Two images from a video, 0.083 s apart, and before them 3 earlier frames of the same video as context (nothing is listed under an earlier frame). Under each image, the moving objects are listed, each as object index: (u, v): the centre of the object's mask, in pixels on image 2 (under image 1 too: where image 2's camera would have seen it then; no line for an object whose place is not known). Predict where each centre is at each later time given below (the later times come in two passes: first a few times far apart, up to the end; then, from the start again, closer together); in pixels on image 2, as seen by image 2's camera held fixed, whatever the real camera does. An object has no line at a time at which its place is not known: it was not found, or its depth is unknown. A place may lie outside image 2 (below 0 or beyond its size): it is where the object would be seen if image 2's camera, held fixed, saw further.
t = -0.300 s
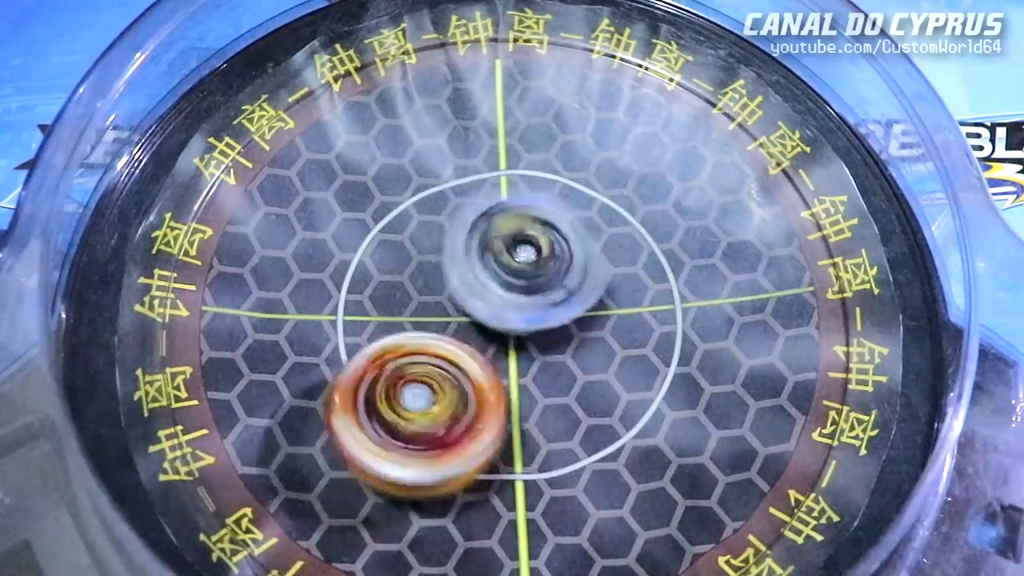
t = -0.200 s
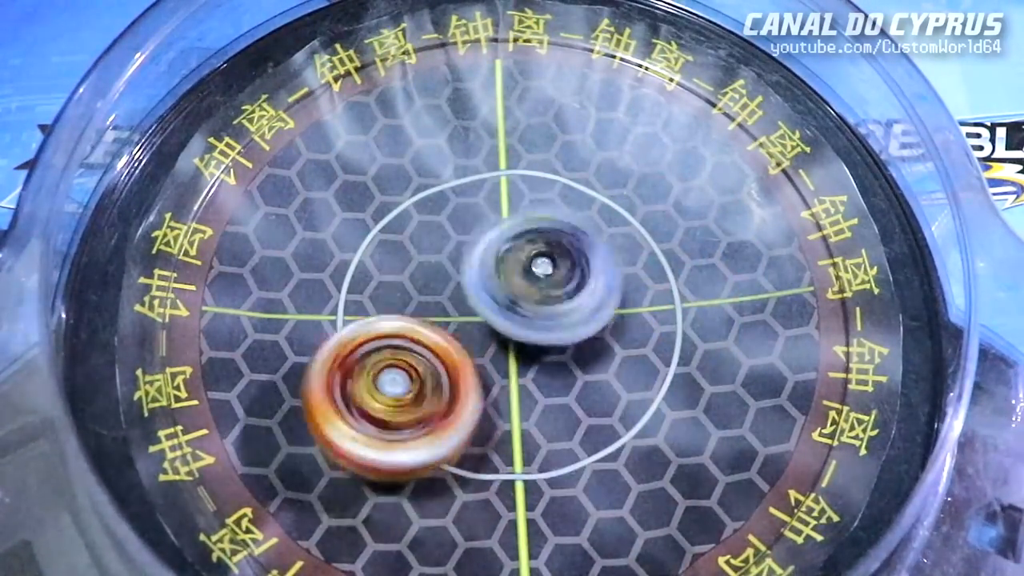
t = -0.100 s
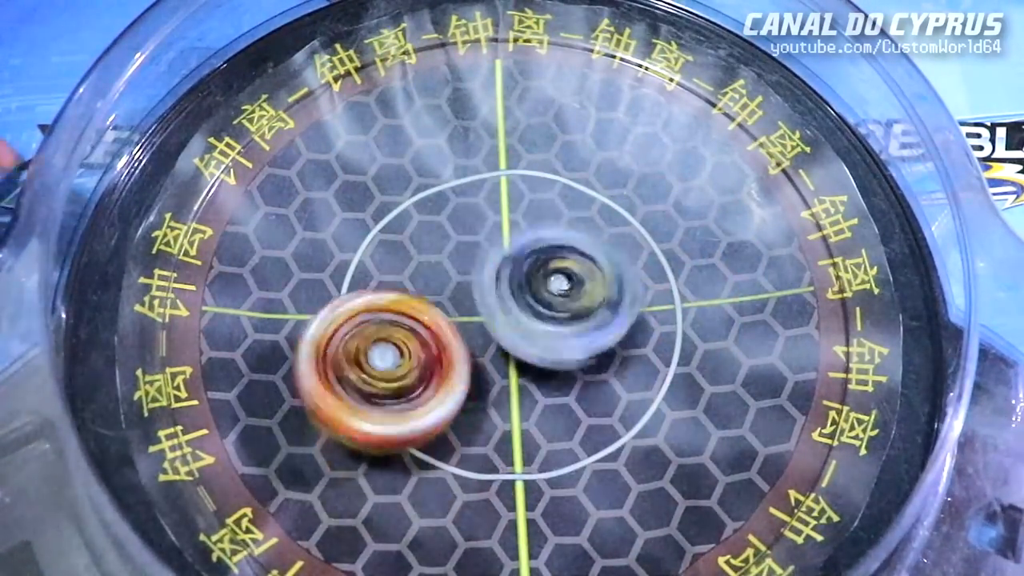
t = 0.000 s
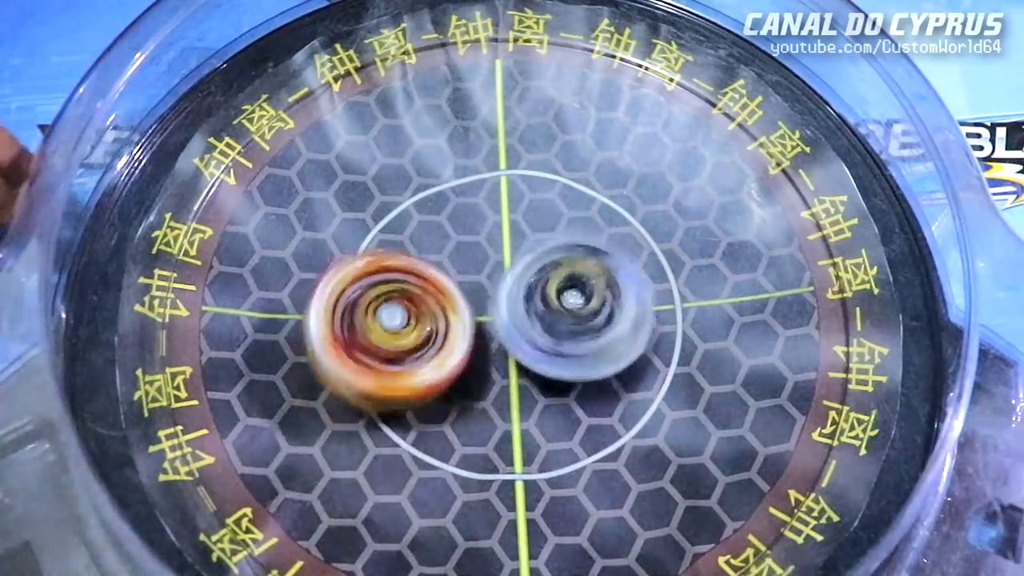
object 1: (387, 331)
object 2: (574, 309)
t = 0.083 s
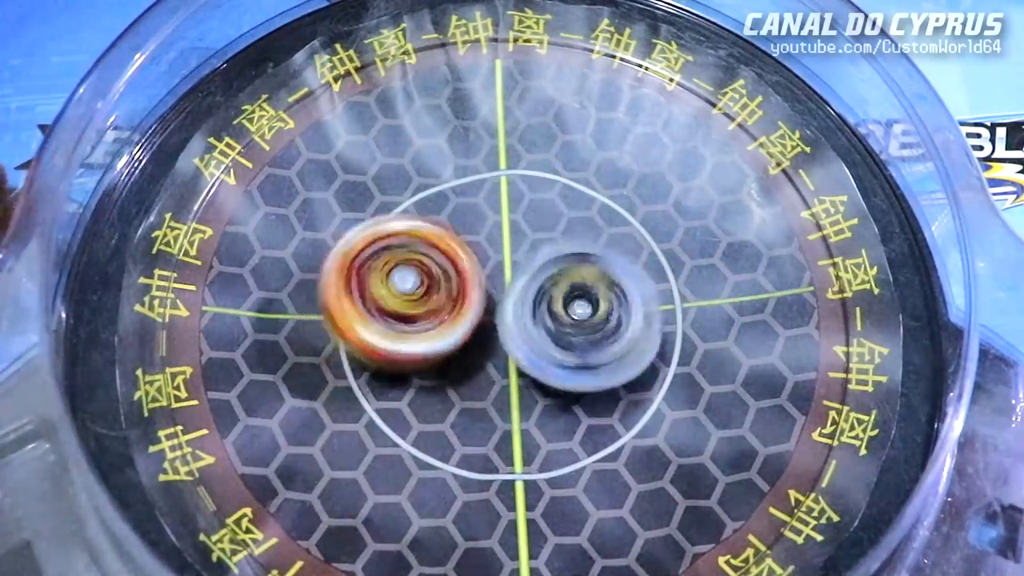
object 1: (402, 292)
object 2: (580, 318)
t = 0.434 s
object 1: (488, 186)
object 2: (557, 335)
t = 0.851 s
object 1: (611, 204)
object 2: (471, 348)
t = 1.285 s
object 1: (660, 339)
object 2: (436, 342)
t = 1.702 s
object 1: (605, 353)
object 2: (434, 286)
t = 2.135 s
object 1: (585, 394)
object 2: (396, 250)
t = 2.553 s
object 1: (559, 345)
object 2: (430, 243)
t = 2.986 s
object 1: (577, 357)
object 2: (426, 253)
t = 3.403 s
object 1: (607, 383)
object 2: (458, 293)
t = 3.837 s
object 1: (592, 375)
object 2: (453, 247)
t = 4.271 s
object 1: (605, 330)
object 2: (443, 293)
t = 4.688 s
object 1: (634, 312)
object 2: (464, 284)
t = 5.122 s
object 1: (585, 274)
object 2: (444, 315)
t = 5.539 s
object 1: (585, 270)
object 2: (441, 311)
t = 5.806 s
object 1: (585, 270)
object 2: (443, 313)
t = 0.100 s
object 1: (405, 287)
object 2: (580, 321)
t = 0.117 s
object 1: (407, 282)
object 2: (583, 321)
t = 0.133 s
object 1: (408, 276)
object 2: (579, 323)
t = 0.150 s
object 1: (413, 267)
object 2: (583, 327)
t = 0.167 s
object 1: (418, 260)
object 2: (581, 326)
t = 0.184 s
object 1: (422, 254)
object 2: (581, 328)
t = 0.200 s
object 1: (424, 250)
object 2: (582, 327)
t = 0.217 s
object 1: (428, 244)
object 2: (578, 329)
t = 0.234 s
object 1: (434, 237)
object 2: (580, 330)
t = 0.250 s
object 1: (438, 231)
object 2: (577, 329)
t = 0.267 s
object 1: (443, 224)
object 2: (576, 331)
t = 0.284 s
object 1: (445, 220)
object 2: (575, 331)
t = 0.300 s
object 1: (451, 213)
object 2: (572, 333)
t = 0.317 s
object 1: (458, 210)
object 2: (573, 335)
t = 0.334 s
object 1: (462, 205)
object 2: (571, 332)
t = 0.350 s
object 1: (464, 203)
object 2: (568, 335)
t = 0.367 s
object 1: (470, 196)
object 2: (566, 331)
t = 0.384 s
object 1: (476, 194)
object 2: (561, 335)
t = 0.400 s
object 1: (480, 192)
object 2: (563, 334)
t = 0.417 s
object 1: (483, 189)
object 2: (558, 334)
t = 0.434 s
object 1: (488, 186)
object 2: (557, 335)
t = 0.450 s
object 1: (496, 183)
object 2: (553, 332)
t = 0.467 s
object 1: (501, 183)
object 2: (551, 335)
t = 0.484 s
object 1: (504, 181)
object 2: (550, 332)
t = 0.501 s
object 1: (507, 180)
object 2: (543, 332)
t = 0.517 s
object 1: (515, 178)
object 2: (542, 332)
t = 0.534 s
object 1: (520, 180)
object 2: (535, 333)
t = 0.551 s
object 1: (525, 180)
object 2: (533, 336)
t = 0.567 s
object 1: (528, 180)
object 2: (531, 333)
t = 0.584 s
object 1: (534, 181)
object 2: (527, 334)
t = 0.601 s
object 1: (541, 182)
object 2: (523, 331)
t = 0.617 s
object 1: (546, 185)
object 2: (515, 332)
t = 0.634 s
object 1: (551, 188)
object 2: (513, 334)
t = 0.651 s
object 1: (556, 188)
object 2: (510, 331)
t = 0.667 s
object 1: (562, 191)
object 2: (507, 332)
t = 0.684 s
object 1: (569, 192)
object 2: (503, 333)
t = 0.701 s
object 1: (576, 193)
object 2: (498, 338)
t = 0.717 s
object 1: (578, 194)
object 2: (496, 339)
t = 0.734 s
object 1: (582, 193)
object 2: (493, 339)
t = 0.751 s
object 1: (589, 194)
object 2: (491, 341)
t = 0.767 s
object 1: (594, 195)
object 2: (487, 338)
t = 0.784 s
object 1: (598, 196)
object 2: (479, 342)
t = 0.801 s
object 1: (600, 198)
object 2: (477, 345)
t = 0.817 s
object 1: (607, 198)
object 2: (474, 346)
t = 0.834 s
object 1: (609, 203)
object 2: (473, 348)
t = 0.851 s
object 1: (611, 204)
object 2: (471, 348)
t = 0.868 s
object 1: (613, 210)
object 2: (467, 350)
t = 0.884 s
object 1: (616, 211)
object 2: (467, 351)
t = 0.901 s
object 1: (619, 215)
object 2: (463, 350)
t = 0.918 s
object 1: (620, 219)
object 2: (462, 352)
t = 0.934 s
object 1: (621, 226)
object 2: (460, 351)
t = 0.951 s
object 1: (621, 230)
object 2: (456, 353)
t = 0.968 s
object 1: (624, 232)
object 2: (457, 356)
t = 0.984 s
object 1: (624, 239)
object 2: (457, 353)
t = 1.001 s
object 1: (624, 245)
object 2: (459, 354)
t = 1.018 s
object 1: (623, 252)
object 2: (460, 352)
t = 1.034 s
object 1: (623, 256)
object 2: (455, 351)
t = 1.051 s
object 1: (623, 266)
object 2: (457, 353)
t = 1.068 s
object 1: (622, 273)
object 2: (455, 349)
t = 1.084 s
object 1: (620, 280)
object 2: (456, 351)
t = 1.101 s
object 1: (616, 287)
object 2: (458, 350)
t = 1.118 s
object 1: (618, 292)
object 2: (456, 349)
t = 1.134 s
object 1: (617, 300)
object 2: (458, 351)
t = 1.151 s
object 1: (618, 307)
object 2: (456, 347)
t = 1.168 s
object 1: (624, 314)
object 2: (452, 349)
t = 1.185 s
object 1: (629, 316)
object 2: (448, 351)
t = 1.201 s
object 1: (633, 320)
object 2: (444, 351)
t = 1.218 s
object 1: (638, 323)
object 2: (444, 353)
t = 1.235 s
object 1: (644, 327)
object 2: (446, 348)
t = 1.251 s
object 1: (649, 332)
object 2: (445, 345)
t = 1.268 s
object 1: (656, 335)
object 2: (442, 344)
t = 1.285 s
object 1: (660, 339)
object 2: (436, 342)
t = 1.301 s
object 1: (663, 341)
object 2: (437, 346)
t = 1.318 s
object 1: (666, 343)
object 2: (437, 342)
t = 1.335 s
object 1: (667, 344)
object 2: (437, 338)
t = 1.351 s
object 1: (669, 344)
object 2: (437, 336)
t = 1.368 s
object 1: (669, 346)
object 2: (434, 331)
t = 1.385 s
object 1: (669, 345)
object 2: (432, 332)
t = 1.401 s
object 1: (668, 346)
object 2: (435, 333)
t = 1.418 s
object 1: (666, 345)
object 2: (436, 328)
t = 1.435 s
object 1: (664, 346)
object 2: (436, 328)
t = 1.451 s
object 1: (661, 347)
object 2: (439, 323)
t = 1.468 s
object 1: (657, 347)
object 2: (437, 322)
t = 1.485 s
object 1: (652, 348)
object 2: (440, 322)
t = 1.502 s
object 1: (647, 347)
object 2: (443, 314)
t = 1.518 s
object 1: (643, 346)
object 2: (442, 314)
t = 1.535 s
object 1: (635, 347)
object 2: (447, 311)
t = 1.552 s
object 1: (626, 347)
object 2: (445, 307)
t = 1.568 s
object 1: (618, 347)
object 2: (448, 309)
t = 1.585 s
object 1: (613, 346)
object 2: (451, 302)
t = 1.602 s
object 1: (613, 347)
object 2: (445, 299)
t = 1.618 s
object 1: (612, 350)
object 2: (441, 301)
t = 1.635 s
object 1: (610, 350)
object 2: (442, 295)
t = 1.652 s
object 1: (609, 352)
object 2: (438, 294)
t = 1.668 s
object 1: (608, 351)
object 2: (440, 293)
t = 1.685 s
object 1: (607, 352)
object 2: (439, 286)
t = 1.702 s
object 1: (605, 353)
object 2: (434, 286)
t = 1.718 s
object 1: (602, 353)
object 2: (437, 279)
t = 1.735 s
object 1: (596, 354)
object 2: (432, 278)
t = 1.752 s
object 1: (592, 353)
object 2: (431, 278)
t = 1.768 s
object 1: (590, 353)
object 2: (433, 272)
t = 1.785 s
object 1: (585, 355)
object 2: (431, 272)
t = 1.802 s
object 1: (580, 354)
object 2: (432, 269)
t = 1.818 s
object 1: (574, 353)
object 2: (428, 264)
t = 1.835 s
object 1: (569, 351)
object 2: (427, 267)
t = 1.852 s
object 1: (566, 351)
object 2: (429, 264)
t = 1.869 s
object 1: (566, 357)
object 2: (425, 258)
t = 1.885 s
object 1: (567, 362)
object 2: (416, 256)
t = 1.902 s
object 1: (568, 368)
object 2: (414, 254)
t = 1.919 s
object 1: (570, 369)
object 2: (409, 252)
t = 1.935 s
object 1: (574, 370)
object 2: (405, 250)
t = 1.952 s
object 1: (577, 375)
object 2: (407, 247)
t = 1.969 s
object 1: (579, 379)
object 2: (404, 246)
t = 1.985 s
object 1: (579, 383)
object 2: (400, 246)
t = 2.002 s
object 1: (579, 385)
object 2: (399, 245)
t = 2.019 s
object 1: (583, 386)
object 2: (396, 246)
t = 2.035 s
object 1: (585, 390)
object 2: (396, 248)
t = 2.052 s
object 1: (585, 393)
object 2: (397, 243)
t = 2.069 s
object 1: (586, 394)
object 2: (396, 244)
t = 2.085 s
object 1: (585, 394)
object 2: (395, 247)
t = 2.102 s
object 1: (587, 393)
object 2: (393, 244)
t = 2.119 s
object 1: (587, 394)
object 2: (394, 249)
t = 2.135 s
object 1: (585, 394)
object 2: (396, 250)
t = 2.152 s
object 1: (584, 392)
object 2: (398, 250)
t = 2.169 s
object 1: (582, 390)
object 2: (400, 253)
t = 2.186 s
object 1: (580, 387)
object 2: (403, 254)
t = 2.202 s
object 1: (580, 385)
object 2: (402, 257)
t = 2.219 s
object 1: (576, 383)
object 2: (407, 262)
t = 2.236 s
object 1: (573, 380)
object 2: (413, 262)
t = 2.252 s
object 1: (567, 376)
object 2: (415, 263)
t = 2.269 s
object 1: (563, 372)
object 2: (423, 265)
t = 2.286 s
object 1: (559, 367)
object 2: (425, 265)
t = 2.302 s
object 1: (557, 367)
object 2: (424, 267)
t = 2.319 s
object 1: (553, 365)
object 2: (428, 267)
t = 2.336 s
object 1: (554, 365)
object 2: (427, 263)
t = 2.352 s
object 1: (554, 366)
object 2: (420, 260)
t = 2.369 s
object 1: (558, 365)
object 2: (416, 263)
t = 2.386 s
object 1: (562, 366)
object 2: (419, 258)
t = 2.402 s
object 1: (561, 366)
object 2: (415, 260)
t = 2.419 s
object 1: (561, 364)
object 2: (420, 263)
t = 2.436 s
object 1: (562, 363)
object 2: (424, 260)
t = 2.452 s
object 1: (564, 361)
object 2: (422, 257)
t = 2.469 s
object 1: (565, 358)
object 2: (424, 258)
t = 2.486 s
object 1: (565, 357)
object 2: (427, 253)
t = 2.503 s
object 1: (564, 355)
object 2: (425, 250)
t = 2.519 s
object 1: (562, 352)
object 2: (427, 250)
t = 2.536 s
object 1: (560, 347)
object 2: (432, 248)
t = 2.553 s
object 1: (559, 345)
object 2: (430, 243)
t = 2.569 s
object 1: (559, 343)
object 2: (429, 242)
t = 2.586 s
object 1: (556, 342)
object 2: (431, 239)
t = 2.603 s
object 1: (554, 339)
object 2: (429, 236)
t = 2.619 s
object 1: (553, 338)
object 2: (428, 237)
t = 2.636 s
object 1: (553, 338)
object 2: (430, 234)
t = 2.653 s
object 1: (553, 337)
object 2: (425, 226)
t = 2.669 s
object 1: (553, 338)
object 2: (423, 227)
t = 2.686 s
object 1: (552, 337)
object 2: (423, 229)
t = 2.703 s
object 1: (551, 336)
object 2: (422, 229)
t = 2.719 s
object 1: (550, 335)
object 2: (421, 233)
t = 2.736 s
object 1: (549, 334)
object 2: (423, 236)
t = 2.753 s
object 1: (550, 333)
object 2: (424, 232)
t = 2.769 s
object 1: (556, 338)
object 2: (421, 231)
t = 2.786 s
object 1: (559, 341)
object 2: (416, 229)
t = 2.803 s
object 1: (561, 344)
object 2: (414, 228)
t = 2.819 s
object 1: (563, 347)
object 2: (410, 227)
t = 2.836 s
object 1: (564, 348)
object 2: (409, 228)
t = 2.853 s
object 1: (567, 348)
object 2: (411, 230)
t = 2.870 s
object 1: (573, 350)
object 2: (413, 232)
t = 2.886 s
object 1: (576, 353)
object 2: (414, 234)
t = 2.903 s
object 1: (578, 356)
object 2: (417, 236)
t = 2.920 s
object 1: (577, 359)
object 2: (418, 237)
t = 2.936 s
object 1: (575, 361)
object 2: (422, 243)
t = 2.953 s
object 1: (574, 359)
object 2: (428, 244)
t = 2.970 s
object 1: (575, 358)
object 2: (428, 247)
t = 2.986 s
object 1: (577, 357)
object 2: (426, 253)
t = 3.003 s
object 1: (579, 357)
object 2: (433, 261)
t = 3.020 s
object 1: (580, 358)
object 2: (438, 264)
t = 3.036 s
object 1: (581, 360)
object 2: (437, 268)
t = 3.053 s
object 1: (591, 367)
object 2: (428, 266)
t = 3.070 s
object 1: (601, 374)
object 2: (423, 262)
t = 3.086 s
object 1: (608, 380)
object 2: (420, 255)
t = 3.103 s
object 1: (613, 384)
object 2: (410, 251)
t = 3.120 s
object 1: (617, 387)
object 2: (404, 253)
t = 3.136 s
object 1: (619, 390)
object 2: (400, 255)
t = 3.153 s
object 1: (621, 392)
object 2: (401, 258)
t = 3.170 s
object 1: (621, 392)
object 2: (399, 255)
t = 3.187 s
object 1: (624, 392)
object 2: (397, 260)
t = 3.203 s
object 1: (627, 393)
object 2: (401, 266)
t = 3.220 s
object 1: (627, 394)
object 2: (406, 270)
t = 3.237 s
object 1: (630, 395)
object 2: (411, 271)
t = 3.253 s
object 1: (629, 396)
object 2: (415, 274)
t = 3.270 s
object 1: (627, 397)
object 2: (422, 274)
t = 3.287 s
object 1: (623, 396)
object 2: (424, 277)
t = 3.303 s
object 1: (621, 394)
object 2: (429, 279)
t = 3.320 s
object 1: (620, 393)
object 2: (435, 282)
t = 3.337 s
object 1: (618, 392)
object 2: (441, 282)
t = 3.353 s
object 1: (616, 391)
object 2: (442, 278)
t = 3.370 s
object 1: (614, 388)
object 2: (443, 283)
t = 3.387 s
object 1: (611, 386)
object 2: (450, 289)
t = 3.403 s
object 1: (607, 383)
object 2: (458, 293)
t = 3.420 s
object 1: (603, 379)
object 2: (460, 296)
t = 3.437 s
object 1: (605, 379)
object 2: (455, 293)
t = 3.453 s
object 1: (609, 382)
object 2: (449, 292)
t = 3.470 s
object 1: (611, 384)
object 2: (444, 291)
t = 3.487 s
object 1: (610, 387)
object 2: (443, 286)
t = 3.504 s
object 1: (607, 388)
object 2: (443, 279)
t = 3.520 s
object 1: (602, 387)
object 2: (442, 277)
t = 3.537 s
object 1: (598, 385)
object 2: (443, 278)
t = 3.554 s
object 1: (595, 382)
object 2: (446, 277)
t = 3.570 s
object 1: (593, 378)
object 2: (451, 274)
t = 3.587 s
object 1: (592, 375)
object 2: (452, 273)
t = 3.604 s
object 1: (590, 370)
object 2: (454, 272)
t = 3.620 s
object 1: (590, 365)
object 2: (458, 271)
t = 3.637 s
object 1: (591, 361)
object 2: (460, 268)
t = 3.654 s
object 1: (592, 359)
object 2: (462, 264)
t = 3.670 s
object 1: (598, 360)
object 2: (459, 261)
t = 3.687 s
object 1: (603, 362)
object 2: (460, 256)
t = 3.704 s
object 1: (608, 365)
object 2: (459, 252)
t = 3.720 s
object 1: (610, 368)
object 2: (459, 247)
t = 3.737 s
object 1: (610, 372)
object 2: (456, 242)
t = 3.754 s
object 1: (609, 376)
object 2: (451, 242)
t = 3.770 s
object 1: (609, 380)
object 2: (453, 245)
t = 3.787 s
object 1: (605, 381)
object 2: (452, 246)
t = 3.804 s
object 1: (601, 380)
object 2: (455, 247)
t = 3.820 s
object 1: (596, 378)
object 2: (457, 246)
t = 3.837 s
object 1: (592, 375)
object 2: (453, 247)
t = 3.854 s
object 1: (589, 373)
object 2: (451, 251)
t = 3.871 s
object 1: (586, 369)
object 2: (451, 253)
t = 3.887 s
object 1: (585, 364)
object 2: (455, 255)
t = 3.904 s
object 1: (585, 360)
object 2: (457, 258)
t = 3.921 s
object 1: (585, 355)
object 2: (458, 260)
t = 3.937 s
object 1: (585, 351)
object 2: (460, 261)
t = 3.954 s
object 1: (587, 348)
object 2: (458, 259)
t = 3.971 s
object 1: (591, 345)
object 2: (458, 258)
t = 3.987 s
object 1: (597, 343)
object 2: (454, 254)
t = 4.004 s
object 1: (599, 340)
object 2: (450, 252)
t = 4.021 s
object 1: (601, 339)
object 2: (449, 257)
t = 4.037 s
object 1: (601, 338)
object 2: (448, 256)
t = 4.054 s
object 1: (603, 337)
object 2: (444, 257)
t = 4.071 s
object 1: (603, 336)
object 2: (441, 257)
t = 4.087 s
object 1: (602, 334)
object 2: (439, 260)
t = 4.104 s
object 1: (601, 333)
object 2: (437, 270)
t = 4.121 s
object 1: (601, 333)
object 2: (436, 277)
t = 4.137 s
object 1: (601, 331)
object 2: (438, 282)
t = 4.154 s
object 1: (601, 330)
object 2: (441, 285)
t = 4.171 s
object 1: (600, 330)
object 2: (442, 290)
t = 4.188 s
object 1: (600, 329)
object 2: (444, 289)
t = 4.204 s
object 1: (601, 328)
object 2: (447, 290)
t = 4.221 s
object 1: (600, 327)
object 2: (452, 292)
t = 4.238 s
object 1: (599, 328)
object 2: (451, 293)
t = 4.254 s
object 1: (599, 329)
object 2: (451, 292)
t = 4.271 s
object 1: (605, 330)
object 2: (443, 293)
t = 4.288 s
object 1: (612, 330)
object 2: (439, 299)
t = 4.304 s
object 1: (619, 328)
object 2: (438, 301)
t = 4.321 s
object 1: (624, 327)
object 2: (439, 302)
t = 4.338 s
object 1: (629, 325)
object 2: (439, 305)
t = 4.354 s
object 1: (633, 322)
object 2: (443, 307)
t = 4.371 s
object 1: (635, 320)
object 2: (443, 307)
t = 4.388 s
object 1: (637, 317)
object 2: (441, 308)
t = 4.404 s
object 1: (638, 315)
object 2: (442, 308)
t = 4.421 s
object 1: (638, 313)
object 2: (443, 309)
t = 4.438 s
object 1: (638, 312)
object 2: (445, 309)
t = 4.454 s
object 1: (638, 311)
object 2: (448, 310)
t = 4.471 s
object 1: (638, 311)
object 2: (452, 308)
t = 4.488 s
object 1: (638, 311)
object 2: (457, 304)
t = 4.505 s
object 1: (638, 311)
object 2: (459, 303)
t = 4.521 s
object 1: (639, 311)
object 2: (463, 296)
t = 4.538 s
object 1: (639, 311)
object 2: (464, 292)
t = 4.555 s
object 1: (639, 311)
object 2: (463, 290)
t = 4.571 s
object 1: (639, 311)
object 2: (462, 288)
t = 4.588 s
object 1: (639, 311)
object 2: (462, 286)
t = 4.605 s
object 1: (639, 311)
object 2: (462, 286)
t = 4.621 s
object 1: (638, 311)
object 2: (463, 286)
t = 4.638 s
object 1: (637, 311)
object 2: (464, 286)
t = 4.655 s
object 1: (636, 311)
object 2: (463, 284)
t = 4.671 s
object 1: (635, 312)
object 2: (464, 283)
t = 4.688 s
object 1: (634, 312)
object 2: (464, 284)
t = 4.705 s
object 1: (632, 313)
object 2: (464, 286)
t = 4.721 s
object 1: (629, 314)
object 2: (463, 285)
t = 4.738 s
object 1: (625, 315)
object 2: (463, 286)
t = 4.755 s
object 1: (622, 316)
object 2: (461, 286)
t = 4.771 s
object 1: (620, 316)
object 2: (458, 288)
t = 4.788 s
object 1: (617, 317)
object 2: (456, 289)
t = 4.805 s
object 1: (613, 317)
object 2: (455, 289)
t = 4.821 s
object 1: (609, 316)
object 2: (455, 290)
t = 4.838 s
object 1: (605, 314)
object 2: (453, 291)
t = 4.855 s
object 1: (601, 312)
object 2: (452, 294)
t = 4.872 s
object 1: (597, 309)
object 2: (454, 296)
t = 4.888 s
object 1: (595, 306)
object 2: (456, 299)
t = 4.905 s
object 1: (593, 303)
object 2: (456, 301)
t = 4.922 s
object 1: (592, 300)
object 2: (451, 305)
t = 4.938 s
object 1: (591, 298)
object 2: (447, 308)
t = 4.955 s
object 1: (589, 296)
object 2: (445, 311)
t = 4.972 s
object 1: (588, 294)
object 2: (444, 313)
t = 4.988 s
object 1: (587, 291)
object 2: (444, 315)
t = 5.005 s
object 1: (587, 288)
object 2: (445, 317)
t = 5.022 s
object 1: (586, 285)
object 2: (445, 318)
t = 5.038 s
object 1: (585, 282)
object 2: (445, 318)
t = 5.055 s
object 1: (584, 280)
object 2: (444, 318)
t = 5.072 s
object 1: (584, 278)
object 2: (445, 318)
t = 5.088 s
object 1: (584, 276)
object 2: (445, 317)
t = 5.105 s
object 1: (585, 275)
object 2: (444, 316)
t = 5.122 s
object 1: (585, 274)
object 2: (444, 315)
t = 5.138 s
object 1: (585, 272)
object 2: (443, 314)
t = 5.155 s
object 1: (586, 272)
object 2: (442, 313)
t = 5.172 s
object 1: (586, 271)
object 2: (442, 312)
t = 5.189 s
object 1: (586, 270)
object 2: (440, 311)
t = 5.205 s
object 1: (586, 269)
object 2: (439, 309)
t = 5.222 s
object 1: (586, 268)
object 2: (438, 309)
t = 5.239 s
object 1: (586, 268)
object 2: (437, 308)
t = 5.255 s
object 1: (586, 269)
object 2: (437, 309)
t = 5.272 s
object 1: (586, 269)
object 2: (437, 308)
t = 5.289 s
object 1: (586, 270)
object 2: (437, 309)
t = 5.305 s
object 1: (586, 270)
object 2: (438, 309)
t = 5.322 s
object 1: (586, 271)
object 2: (439, 309)
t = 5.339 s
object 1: (585, 271)
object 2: (440, 310)
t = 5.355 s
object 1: (586, 271)
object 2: (441, 312)
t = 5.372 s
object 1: (585, 271)
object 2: (443, 313)
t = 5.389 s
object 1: (585, 271)
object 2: (443, 314)
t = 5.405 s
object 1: (585, 271)
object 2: (443, 315)
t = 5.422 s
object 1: (586, 271)
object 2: (443, 315)
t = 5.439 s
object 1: (586, 271)
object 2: (443, 315)
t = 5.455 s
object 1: (586, 270)
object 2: (443, 314)
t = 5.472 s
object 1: (586, 269)
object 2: (443, 313)
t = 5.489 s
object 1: (586, 269)
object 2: (442, 313)
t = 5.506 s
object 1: (586, 269)
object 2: (442, 312)
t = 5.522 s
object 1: (586, 269)
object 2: (441, 312)
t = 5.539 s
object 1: (585, 270)
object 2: (441, 311)
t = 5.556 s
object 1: (585, 270)
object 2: (441, 312)
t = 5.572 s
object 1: (585, 271)
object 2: (442, 312)
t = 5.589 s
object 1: (586, 271)
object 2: (442, 312)
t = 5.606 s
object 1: (585, 270)
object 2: (442, 313)
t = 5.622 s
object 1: (585, 270)
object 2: (442, 313)
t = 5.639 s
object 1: (585, 270)
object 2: (442, 313)
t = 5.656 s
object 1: (586, 270)
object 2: (442, 313)
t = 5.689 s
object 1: (586, 270)
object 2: (443, 313)
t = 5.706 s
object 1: (585, 270)
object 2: (443, 313)
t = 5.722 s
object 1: (585, 270)
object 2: (443, 313)
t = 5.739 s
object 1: (585, 270)
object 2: (443, 313)
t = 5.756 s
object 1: (585, 270)
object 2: (443, 313)
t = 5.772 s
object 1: (585, 270)
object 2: (443, 313)
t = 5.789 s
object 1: (585, 270)
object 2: (443, 313)
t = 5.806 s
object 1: (585, 270)
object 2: (443, 313)
